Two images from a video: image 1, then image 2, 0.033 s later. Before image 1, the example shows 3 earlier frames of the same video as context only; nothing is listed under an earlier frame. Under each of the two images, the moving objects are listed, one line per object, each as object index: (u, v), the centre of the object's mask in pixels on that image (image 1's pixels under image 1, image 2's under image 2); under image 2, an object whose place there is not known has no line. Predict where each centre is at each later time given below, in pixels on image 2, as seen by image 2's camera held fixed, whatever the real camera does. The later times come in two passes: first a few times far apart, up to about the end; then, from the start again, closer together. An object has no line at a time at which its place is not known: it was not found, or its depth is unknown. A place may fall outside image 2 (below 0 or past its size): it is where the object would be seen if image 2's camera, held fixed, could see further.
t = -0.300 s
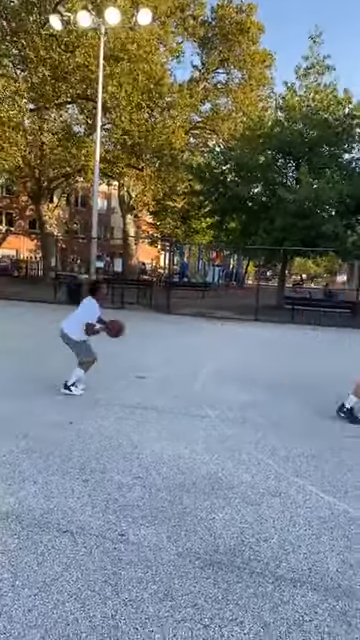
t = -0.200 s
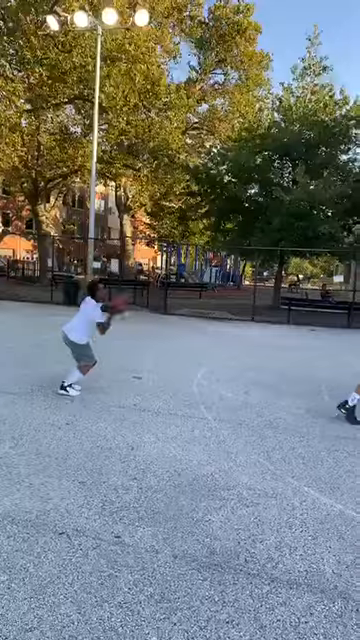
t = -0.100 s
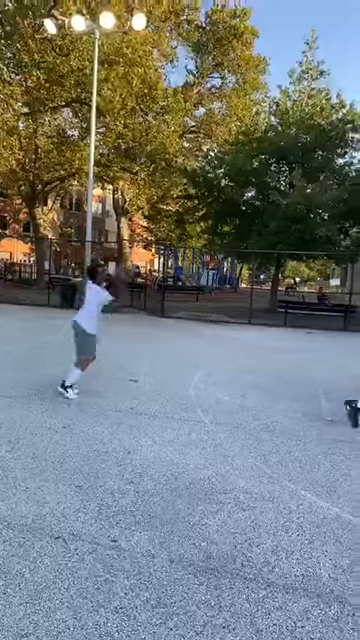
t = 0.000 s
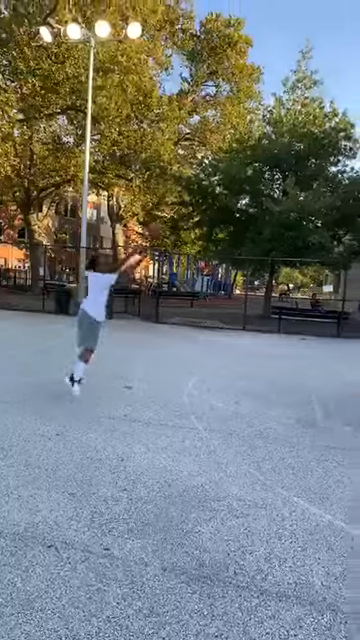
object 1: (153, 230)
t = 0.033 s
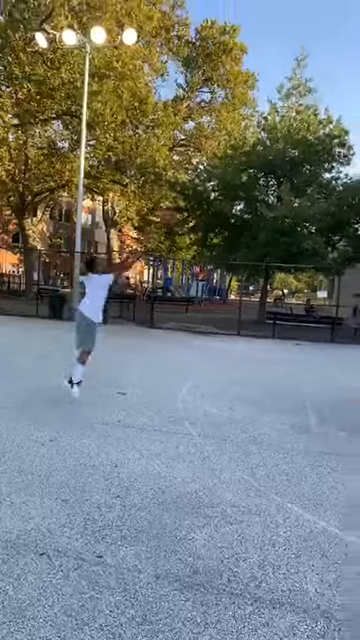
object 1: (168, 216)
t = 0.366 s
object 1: (332, 112)
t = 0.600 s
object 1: (434, 91)
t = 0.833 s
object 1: (527, 109)
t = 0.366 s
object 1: (332, 112)
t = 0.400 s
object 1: (347, 106)
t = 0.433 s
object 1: (362, 102)
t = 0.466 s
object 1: (377, 98)
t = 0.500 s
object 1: (391, 95)
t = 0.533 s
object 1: (406, 92)
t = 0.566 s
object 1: (420, 92)
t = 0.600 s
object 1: (434, 91)
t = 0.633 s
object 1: (448, 91)
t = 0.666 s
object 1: (462, 92)
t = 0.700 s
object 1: (475, 94)
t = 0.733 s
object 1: (489, 96)
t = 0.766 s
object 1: (502, 100)
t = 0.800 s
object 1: (515, 104)
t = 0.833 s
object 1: (527, 109)
